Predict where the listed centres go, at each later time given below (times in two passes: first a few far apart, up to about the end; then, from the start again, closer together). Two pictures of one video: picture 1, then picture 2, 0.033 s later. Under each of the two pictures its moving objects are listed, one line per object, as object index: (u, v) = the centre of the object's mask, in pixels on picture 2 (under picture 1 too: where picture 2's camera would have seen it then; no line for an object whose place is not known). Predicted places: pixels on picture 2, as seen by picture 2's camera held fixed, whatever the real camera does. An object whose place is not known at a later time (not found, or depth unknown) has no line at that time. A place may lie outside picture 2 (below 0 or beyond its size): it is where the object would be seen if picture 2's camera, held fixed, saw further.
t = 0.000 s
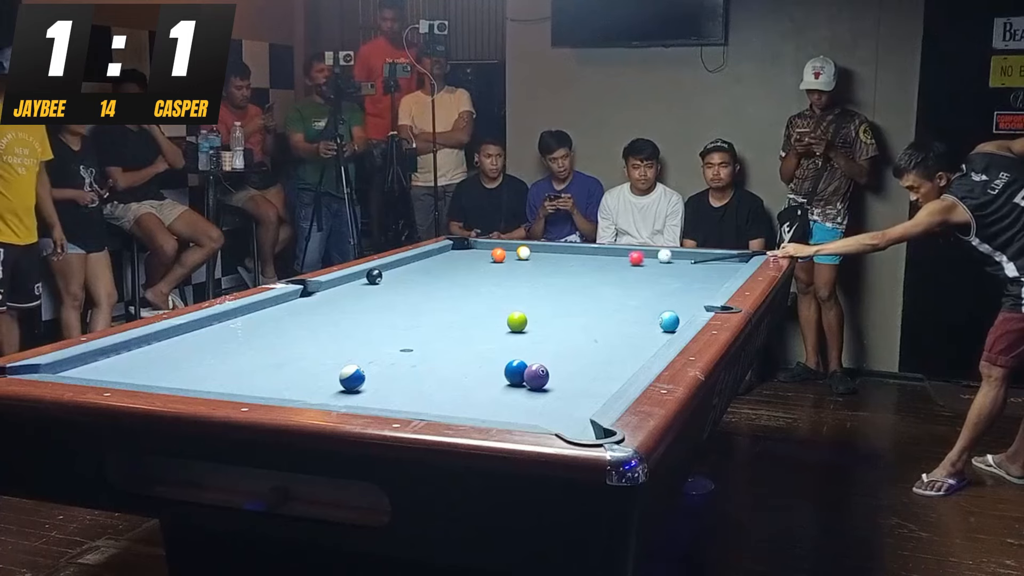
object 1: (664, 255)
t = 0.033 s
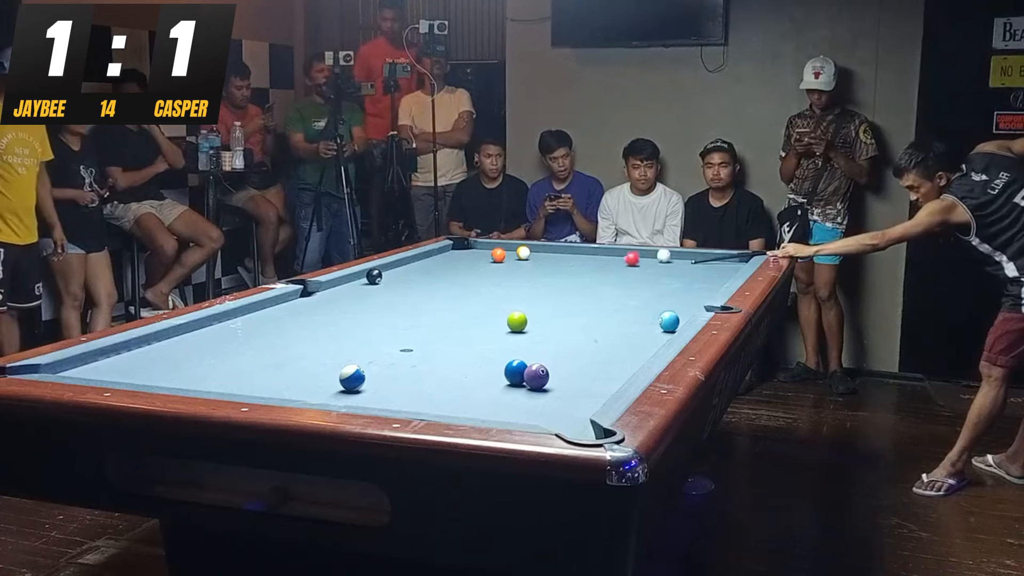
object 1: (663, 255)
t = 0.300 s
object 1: (657, 254)
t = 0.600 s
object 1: (652, 253)
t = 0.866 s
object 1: (650, 253)
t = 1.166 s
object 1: (649, 253)
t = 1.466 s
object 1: (649, 253)
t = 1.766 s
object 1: (649, 253)
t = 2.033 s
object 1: (649, 253)
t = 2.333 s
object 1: (649, 253)
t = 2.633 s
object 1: (649, 253)
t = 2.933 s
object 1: (649, 253)
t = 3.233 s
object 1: (649, 253)
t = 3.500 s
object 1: (649, 253)
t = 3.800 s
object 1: (649, 253)
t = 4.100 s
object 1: (649, 253)
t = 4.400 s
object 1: (649, 253)
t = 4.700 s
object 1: (649, 253)
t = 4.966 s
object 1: (649, 253)
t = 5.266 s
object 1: (649, 253)
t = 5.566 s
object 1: (649, 253)
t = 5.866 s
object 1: (649, 253)
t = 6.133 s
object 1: (649, 253)
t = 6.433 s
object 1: (649, 253)
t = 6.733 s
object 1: (649, 253)
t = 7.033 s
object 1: (649, 253)
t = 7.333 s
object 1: (649, 253)
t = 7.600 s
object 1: (649, 253)
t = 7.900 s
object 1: (649, 253)
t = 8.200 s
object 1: (649, 253)
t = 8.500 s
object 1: (649, 253)
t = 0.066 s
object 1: (663, 255)
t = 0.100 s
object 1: (662, 255)
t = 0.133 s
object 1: (661, 255)
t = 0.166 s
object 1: (660, 254)
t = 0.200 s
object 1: (659, 254)
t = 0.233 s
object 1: (658, 254)
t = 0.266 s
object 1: (658, 254)
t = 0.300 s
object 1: (657, 254)
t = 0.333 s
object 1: (656, 253)
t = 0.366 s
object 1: (655, 253)
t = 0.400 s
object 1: (654, 253)
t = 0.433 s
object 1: (654, 253)
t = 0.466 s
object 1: (653, 253)
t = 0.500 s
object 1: (653, 253)
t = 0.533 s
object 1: (652, 253)
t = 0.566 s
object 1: (652, 253)
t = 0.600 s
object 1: (652, 253)
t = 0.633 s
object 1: (651, 253)
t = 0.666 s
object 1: (651, 253)
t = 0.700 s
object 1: (651, 253)
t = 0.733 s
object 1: (650, 253)
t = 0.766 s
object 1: (650, 253)
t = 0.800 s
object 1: (650, 253)
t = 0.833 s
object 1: (650, 253)
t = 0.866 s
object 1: (650, 253)
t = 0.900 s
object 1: (650, 253)
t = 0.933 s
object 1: (649, 253)
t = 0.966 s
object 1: (649, 253)
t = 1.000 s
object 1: (649, 253)
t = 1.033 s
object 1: (649, 253)
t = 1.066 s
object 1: (649, 253)
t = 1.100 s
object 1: (649, 253)
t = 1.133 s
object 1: (649, 253)
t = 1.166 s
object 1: (649, 253)
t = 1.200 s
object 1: (649, 253)
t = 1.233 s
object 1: (649, 253)
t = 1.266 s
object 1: (649, 253)
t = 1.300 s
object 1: (649, 253)
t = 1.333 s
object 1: (649, 253)
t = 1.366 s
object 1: (649, 253)
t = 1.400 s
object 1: (649, 253)
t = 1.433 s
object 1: (649, 253)
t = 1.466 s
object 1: (649, 253)
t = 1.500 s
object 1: (649, 253)
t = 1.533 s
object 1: (649, 253)
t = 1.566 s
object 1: (649, 253)
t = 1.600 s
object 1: (649, 253)
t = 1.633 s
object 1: (649, 253)
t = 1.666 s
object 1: (649, 253)
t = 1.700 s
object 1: (649, 253)
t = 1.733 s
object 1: (649, 253)
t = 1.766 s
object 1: (649, 253)
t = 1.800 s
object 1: (649, 253)
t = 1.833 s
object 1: (649, 253)
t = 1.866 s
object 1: (649, 253)
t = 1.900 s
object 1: (649, 253)
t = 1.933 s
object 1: (649, 253)
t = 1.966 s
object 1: (649, 253)
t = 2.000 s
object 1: (649, 253)
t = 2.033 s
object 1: (649, 253)
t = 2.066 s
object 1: (649, 253)
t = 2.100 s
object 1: (649, 253)
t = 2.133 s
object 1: (649, 253)
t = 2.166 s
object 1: (649, 253)
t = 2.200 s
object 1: (649, 253)
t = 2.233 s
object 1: (649, 253)
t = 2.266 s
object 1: (649, 253)
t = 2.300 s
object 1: (649, 253)
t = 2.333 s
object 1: (649, 253)
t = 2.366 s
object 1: (649, 253)
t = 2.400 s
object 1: (649, 253)
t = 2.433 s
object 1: (649, 253)
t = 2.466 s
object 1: (649, 253)
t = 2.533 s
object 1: (649, 253)
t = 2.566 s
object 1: (649, 253)
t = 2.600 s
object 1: (649, 253)
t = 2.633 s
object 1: (649, 253)
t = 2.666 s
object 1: (649, 253)
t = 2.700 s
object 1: (649, 253)
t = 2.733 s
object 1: (649, 253)
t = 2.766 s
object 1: (649, 253)
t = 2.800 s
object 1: (649, 253)
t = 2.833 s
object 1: (649, 253)
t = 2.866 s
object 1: (649, 253)
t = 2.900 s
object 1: (649, 253)
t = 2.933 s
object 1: (649, 253)
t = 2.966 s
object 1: (649, 253)
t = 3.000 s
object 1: (649, 253)
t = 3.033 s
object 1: (649, 253)
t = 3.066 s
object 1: (649, 253)
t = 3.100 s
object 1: (649, 253)
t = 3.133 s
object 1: (649, 253)
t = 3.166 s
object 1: (649, 253)
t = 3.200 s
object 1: (649, 253)
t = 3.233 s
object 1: (649, 253)
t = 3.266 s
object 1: (649, 253)
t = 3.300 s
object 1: (649, 253)
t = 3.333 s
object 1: (649, 253)
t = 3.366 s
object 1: (649, 253)
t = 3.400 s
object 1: (649, 253)
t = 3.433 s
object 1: (649, 253)
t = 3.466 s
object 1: (649, 253)
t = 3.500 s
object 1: (649, 253)
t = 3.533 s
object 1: (649, 253)
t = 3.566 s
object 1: (649, 253)
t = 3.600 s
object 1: (649, 253)
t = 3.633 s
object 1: (649, 253)
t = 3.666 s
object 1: (649, 253)
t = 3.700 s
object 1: (649, 253)
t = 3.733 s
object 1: (649, 253)
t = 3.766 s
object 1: (649, 253)
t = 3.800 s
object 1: (649, 253)
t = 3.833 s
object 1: (649, 253)
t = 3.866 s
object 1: (649, 253)
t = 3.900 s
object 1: (649, 253)
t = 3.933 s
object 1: (649, 253)
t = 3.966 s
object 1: (649, 253)
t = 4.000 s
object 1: (649, 253)
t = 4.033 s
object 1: (649, 253)
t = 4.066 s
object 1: (649, 253)
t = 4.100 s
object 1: (649, 253)
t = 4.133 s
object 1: (649, 253)
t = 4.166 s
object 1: (649, 253)
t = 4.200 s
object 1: (649, 253)
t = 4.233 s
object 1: (649, 253)
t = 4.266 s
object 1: (649, 253)
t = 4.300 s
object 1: (649, 253)
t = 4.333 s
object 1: (649, 253)
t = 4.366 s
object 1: (649, 253)
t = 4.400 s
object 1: (649, 253)
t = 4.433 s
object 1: (649, 253)
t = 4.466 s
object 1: (649, 253)
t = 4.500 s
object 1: (649, 253)
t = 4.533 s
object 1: (649, 253)
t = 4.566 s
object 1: (649, 253)
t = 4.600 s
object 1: (649, 253)
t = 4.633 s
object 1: (649, 253)
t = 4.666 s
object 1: (649, 253)
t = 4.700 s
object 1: (649, 253)
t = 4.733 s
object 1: (649, 253)
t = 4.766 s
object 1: (649, 253)
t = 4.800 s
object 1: (649, 253)
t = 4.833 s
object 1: (649, 253)
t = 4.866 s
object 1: (649, 253)
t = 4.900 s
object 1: (649, 253)
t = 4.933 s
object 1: (649, 253)
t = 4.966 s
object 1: (649, 253)
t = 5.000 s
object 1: (649, 253)
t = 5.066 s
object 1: (649, 253)
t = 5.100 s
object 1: (649, 253)
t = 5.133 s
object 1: (649, 253)
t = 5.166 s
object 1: (649, 253)
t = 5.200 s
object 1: (649, 253)
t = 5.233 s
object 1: (649, 253)
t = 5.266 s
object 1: (649, 253)
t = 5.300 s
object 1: (649, 253)
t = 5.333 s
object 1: (649, 253)
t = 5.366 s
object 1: (649, 253)
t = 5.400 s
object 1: (649, 253)
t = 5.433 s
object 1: (649, 253)
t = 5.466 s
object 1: (649, 253)
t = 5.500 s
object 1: (649, 253)
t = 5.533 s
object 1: (649, 253)
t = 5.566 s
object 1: (649, 253)
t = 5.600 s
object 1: (649, 253)
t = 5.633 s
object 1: (649, 253)
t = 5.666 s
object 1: (649, 253)
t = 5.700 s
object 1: (649, 253)
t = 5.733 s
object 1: (649, 253)
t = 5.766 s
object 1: (649, 253)
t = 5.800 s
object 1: (649, 253)
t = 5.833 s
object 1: (649, 253)
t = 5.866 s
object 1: (649, 253)
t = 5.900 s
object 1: (649, 253)
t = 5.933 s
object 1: (649, 253)
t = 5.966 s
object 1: (649, 253)
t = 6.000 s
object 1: (649, 253)
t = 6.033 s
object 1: (649, 253)
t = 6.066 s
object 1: (649, 253)
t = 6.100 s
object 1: (649, 253)
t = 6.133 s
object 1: (649, 253)
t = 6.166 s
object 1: (649, 253)
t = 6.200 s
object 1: (649, 253)
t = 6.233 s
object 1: (649, 253)
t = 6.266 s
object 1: (649, 253)
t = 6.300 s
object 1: (649, 253)
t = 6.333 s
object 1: (649, 253)
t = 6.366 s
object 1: (649, 253)
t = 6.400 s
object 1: (649, 253)
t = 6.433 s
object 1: (649, 253)
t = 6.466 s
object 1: (649, 253)
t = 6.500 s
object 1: (649, 253)
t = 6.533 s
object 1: (649, 253)
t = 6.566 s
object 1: (649, 253)
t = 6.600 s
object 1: (649, 253)
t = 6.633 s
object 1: (649, 253)
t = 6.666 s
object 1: (649, 253)
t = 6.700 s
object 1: (649, 253)
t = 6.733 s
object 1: (649, 253)
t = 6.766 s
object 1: (649, 253)
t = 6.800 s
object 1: (649, 253)
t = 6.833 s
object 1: (649, 253)
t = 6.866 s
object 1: (649, 253)
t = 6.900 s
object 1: (649, 253)
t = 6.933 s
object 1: (649, 253)
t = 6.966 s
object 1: (649, 253)
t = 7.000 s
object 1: (649, 253)
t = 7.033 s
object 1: (649, 253)
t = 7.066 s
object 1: (649, 253)
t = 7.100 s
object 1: (649, 253)
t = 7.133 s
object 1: (649, 253)
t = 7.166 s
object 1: (649, 253)
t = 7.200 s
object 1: (649, 253)
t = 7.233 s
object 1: (649, 253)
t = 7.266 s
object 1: (649, 253)
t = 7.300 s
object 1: (649, 253)
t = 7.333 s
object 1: (649, 253)
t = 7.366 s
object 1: (649, 253)
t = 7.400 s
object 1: (649, 253)
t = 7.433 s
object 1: (649, 253)
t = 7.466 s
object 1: (649, 253)
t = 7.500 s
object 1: (649, 253)
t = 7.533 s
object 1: (649, 253)
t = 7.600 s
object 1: (649, 253)
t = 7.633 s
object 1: (649, 253)
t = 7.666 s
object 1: (649, 253)
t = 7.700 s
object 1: (649, 253)
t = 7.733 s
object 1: (649, 253)
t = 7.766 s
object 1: (649, 253)
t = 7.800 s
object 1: (649, 253)
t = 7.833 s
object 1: (649, 253)
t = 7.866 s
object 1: (649, 253)
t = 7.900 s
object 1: (649, 253)
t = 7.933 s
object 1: (649, 253)
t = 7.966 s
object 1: (649, 253)
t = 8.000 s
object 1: (649, 253)
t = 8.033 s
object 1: (649, 253)
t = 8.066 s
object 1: (649, 253)
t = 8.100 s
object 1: (649, 253)
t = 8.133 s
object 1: (649, 253)
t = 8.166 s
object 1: (649, 253)
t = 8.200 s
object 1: (649, 253)
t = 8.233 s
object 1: (649, 253)
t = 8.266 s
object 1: (649, 253)
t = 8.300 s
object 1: (649, 253)
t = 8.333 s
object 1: (649, 253)
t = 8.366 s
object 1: (649, 253)
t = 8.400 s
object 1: (649, 253)
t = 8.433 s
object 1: (649, 253)
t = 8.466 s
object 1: (649, 253)
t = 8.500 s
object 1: (649, 253)
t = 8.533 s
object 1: (649, 253)
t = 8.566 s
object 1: (649, 253)
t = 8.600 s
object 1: (649, 253)
